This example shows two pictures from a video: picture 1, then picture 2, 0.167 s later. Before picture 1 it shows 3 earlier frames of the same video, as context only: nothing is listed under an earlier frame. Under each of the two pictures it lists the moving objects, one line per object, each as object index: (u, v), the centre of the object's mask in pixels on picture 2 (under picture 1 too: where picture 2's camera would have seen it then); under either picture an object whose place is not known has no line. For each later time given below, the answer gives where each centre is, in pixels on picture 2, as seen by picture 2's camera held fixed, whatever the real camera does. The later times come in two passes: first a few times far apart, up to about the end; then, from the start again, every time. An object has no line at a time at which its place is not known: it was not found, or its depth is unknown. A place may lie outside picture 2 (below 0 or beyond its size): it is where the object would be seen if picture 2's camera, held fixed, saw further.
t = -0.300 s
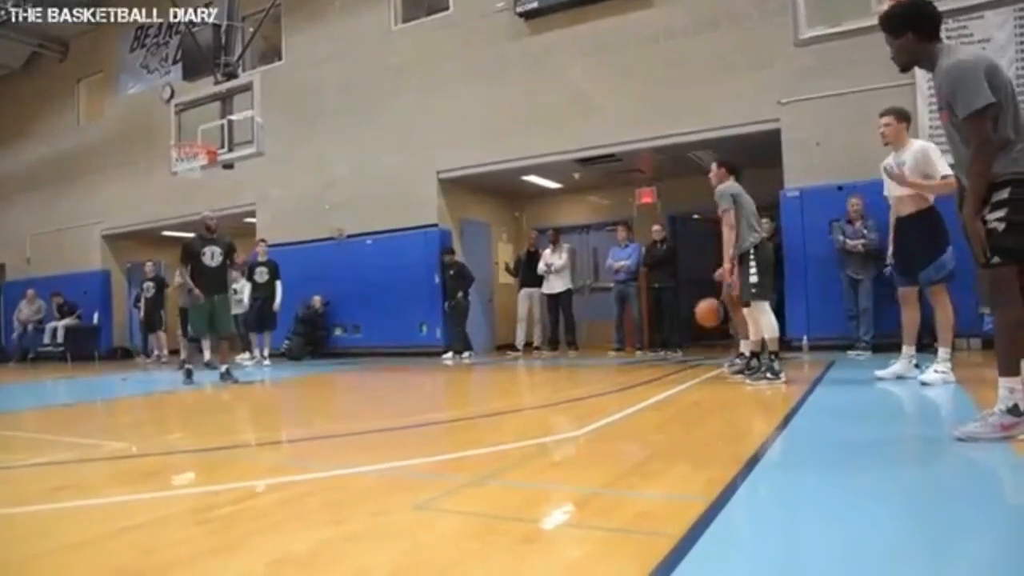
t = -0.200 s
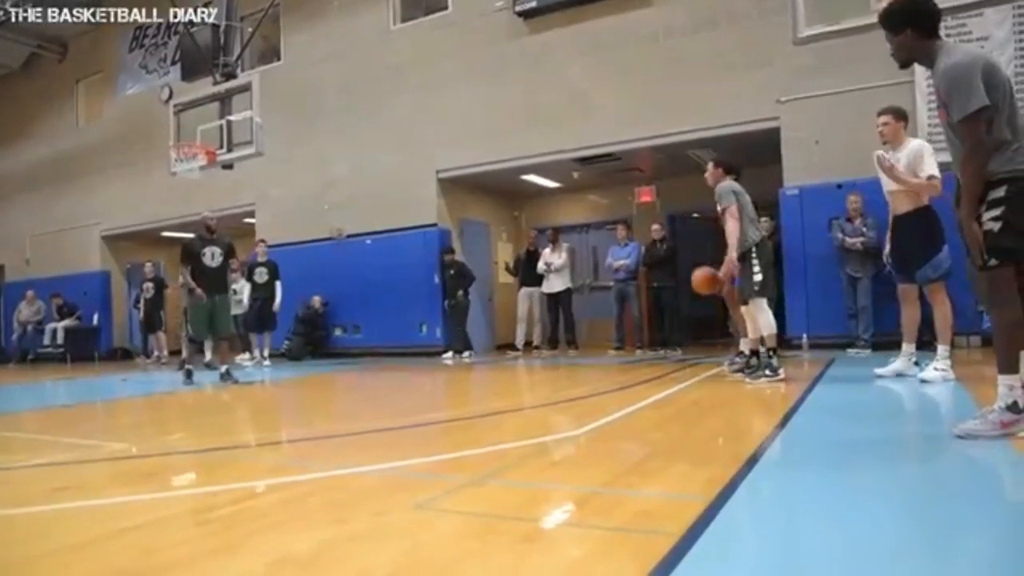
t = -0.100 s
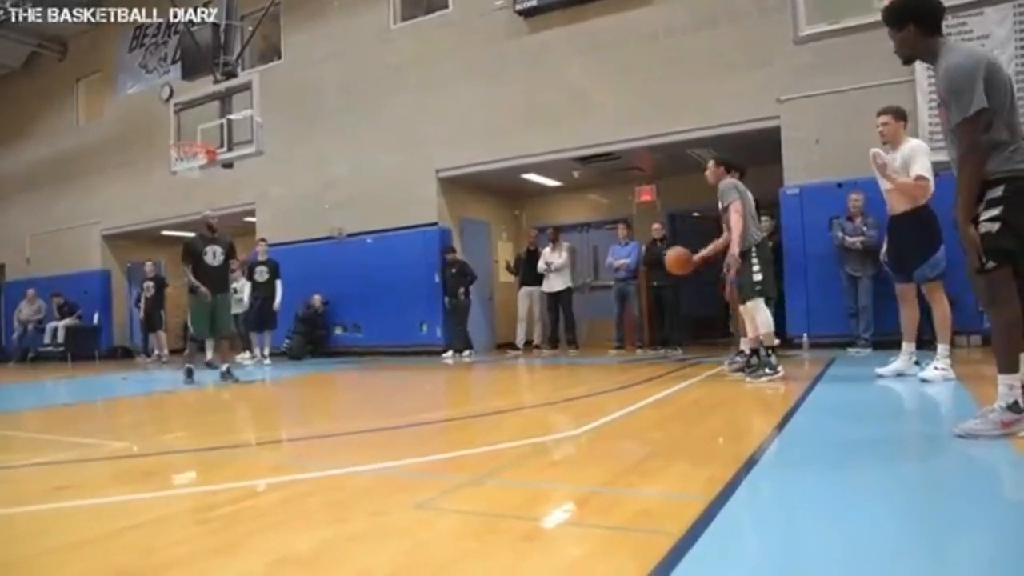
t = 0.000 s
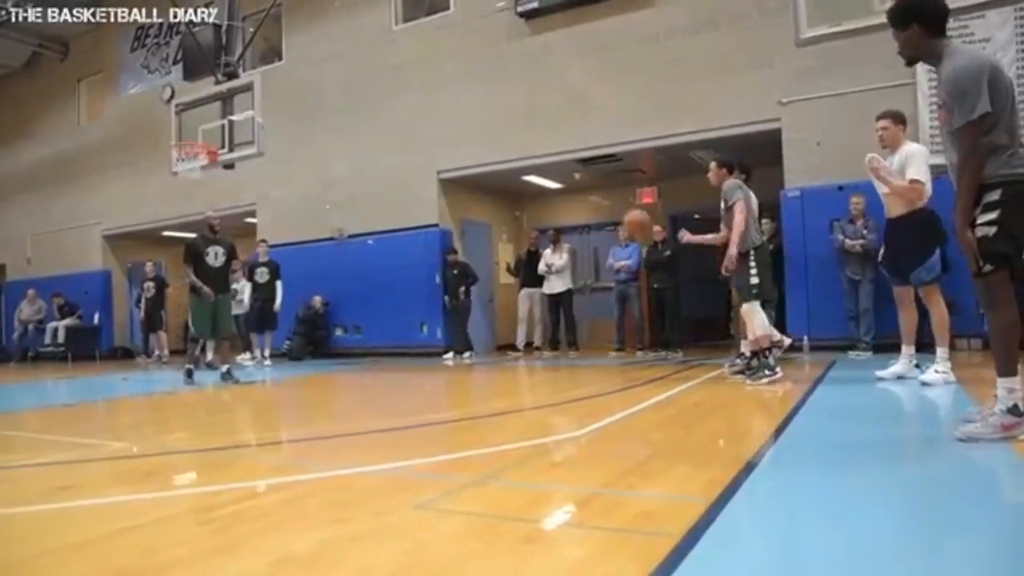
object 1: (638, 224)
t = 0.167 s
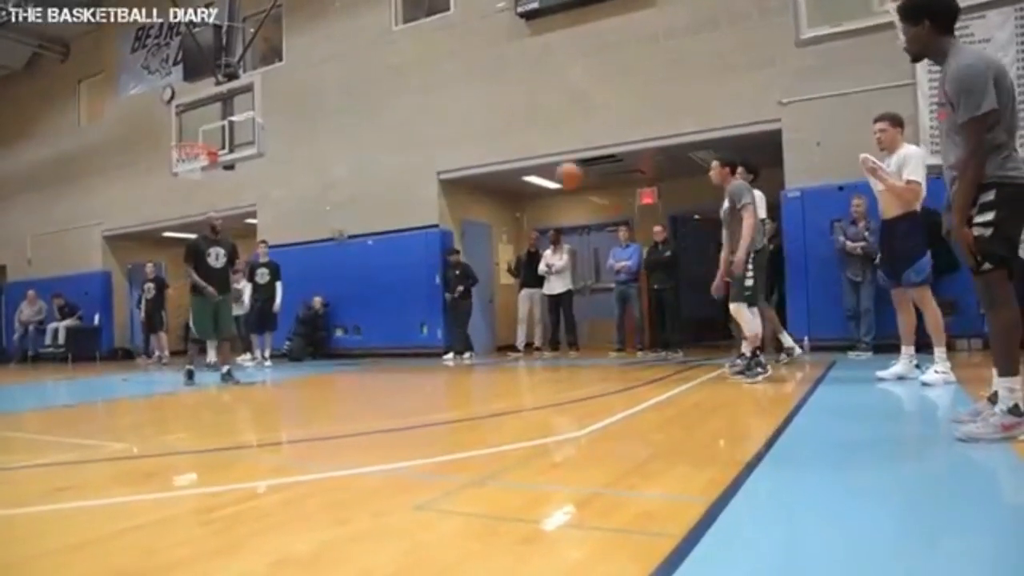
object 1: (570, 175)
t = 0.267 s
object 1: (529, 162)
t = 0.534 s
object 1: (436, 180)
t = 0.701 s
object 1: (385, 226)
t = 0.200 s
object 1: (554, 169)
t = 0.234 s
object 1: (542, 164)
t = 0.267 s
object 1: (529, 162)
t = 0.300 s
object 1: (518, 163)
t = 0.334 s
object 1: (506, 163)
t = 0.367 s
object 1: (494, 162)
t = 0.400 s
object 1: (482, 165)
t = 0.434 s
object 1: (471, 167)
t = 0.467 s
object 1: (459, 169)
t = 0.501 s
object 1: (447, 174)
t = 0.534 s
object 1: (436, 180)
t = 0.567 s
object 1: (427, 187)
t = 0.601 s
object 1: (415, 195)
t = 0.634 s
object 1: (405, 204)
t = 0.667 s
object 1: (395, 215)
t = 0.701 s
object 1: (385, 226)
